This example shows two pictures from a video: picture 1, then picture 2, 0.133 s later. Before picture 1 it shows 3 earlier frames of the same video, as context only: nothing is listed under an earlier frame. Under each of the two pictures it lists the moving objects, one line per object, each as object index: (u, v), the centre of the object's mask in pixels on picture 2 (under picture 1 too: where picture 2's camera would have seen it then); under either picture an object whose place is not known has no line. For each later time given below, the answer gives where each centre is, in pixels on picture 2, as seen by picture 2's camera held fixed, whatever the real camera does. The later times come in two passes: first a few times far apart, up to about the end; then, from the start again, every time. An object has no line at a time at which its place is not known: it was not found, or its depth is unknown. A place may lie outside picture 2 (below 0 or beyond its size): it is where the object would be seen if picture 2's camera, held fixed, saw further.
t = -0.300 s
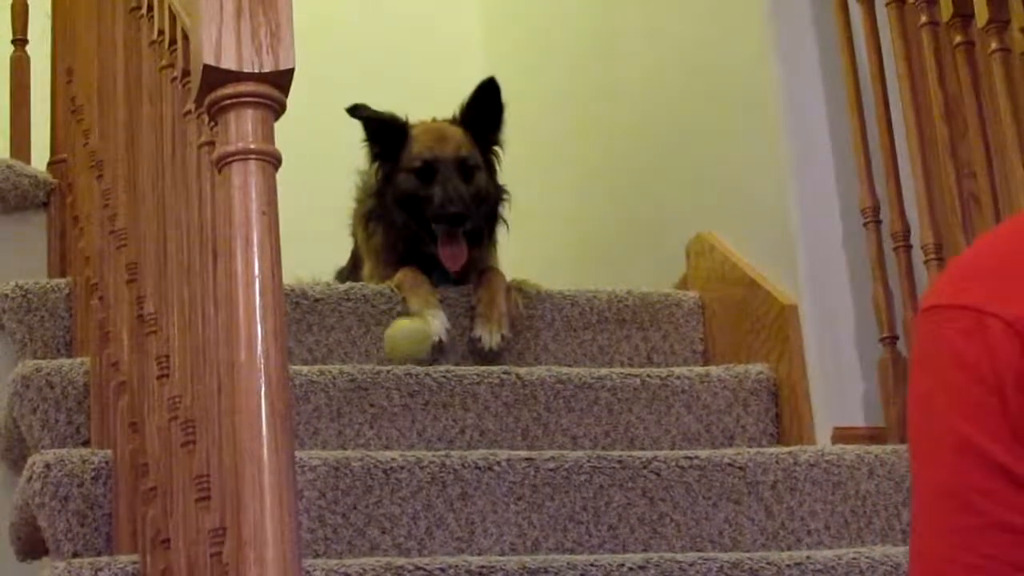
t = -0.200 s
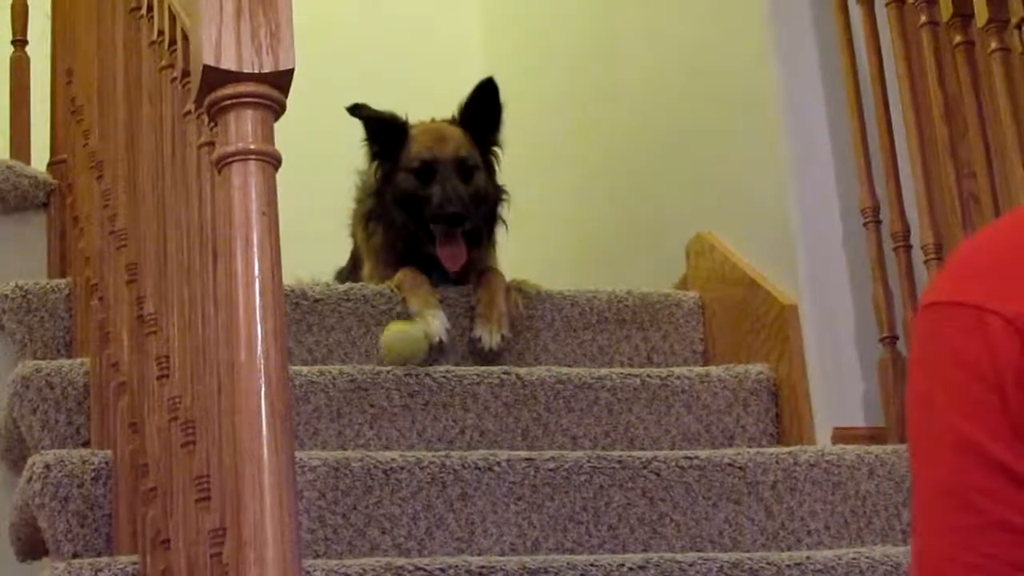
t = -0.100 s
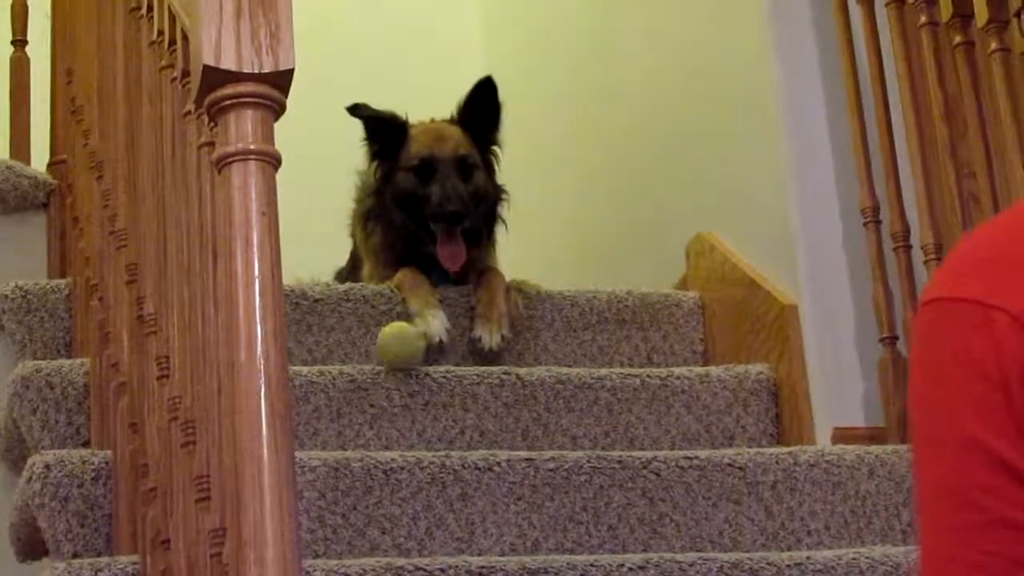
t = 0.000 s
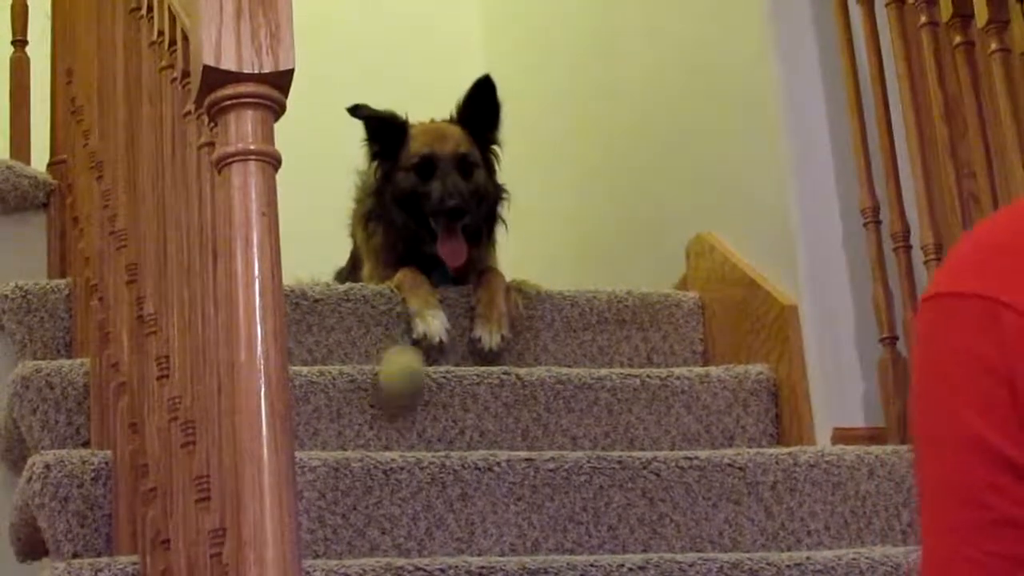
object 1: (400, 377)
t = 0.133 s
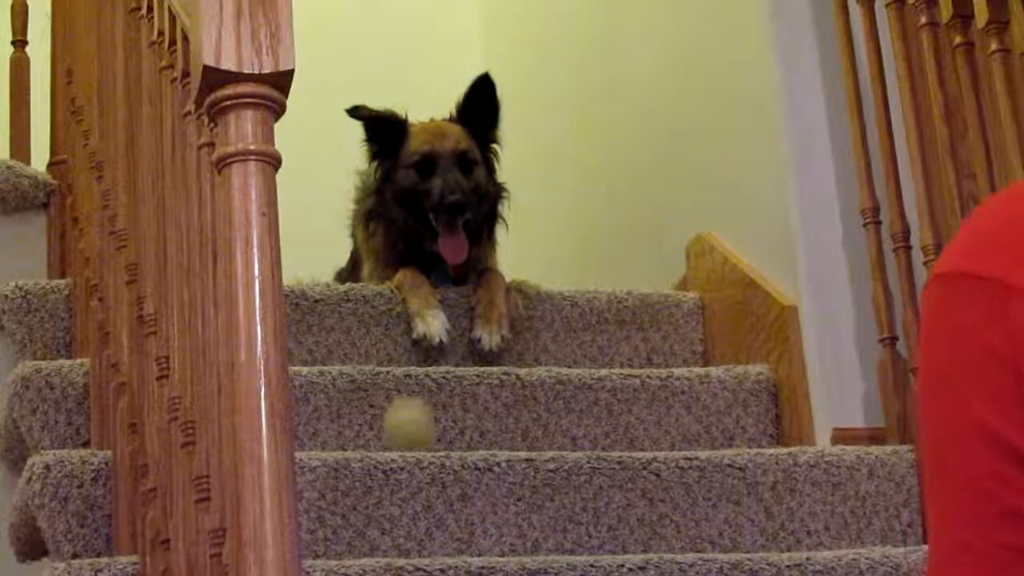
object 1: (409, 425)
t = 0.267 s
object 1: (413, 398)
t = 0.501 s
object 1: (438, 414)
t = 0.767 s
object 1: (478, 482)
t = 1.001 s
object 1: (517, 504)
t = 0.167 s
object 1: (408, 409)
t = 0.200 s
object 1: (410, 400)
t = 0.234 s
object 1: (411, 398)
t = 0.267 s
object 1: (413, 398)
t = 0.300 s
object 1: (415, 406)
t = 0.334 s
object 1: (420, 424)
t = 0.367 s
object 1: (421, 425)
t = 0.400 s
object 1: (424, 416)
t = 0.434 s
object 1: (429, 408)
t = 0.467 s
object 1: (433, 408)
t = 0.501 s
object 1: (438, 414)
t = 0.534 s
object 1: (445, 430)
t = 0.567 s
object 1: (449, 454)
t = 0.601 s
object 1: (458, 492)
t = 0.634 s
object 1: (467, 532)
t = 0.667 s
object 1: (471, 532)
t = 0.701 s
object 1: (473, 513)
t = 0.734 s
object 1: (475, 498)
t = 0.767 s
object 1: (478, 482)
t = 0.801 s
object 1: (484, 471)
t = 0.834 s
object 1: (487, 472)
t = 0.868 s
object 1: (494, 486)
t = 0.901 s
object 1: (501, 503)
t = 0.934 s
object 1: (509, 526)
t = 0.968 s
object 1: (514, 519)
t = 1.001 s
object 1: (517, 504)
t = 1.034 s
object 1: (522, 497)
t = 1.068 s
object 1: (528, 499)
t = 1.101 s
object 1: (534, 506)
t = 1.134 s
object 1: (540, 527)
